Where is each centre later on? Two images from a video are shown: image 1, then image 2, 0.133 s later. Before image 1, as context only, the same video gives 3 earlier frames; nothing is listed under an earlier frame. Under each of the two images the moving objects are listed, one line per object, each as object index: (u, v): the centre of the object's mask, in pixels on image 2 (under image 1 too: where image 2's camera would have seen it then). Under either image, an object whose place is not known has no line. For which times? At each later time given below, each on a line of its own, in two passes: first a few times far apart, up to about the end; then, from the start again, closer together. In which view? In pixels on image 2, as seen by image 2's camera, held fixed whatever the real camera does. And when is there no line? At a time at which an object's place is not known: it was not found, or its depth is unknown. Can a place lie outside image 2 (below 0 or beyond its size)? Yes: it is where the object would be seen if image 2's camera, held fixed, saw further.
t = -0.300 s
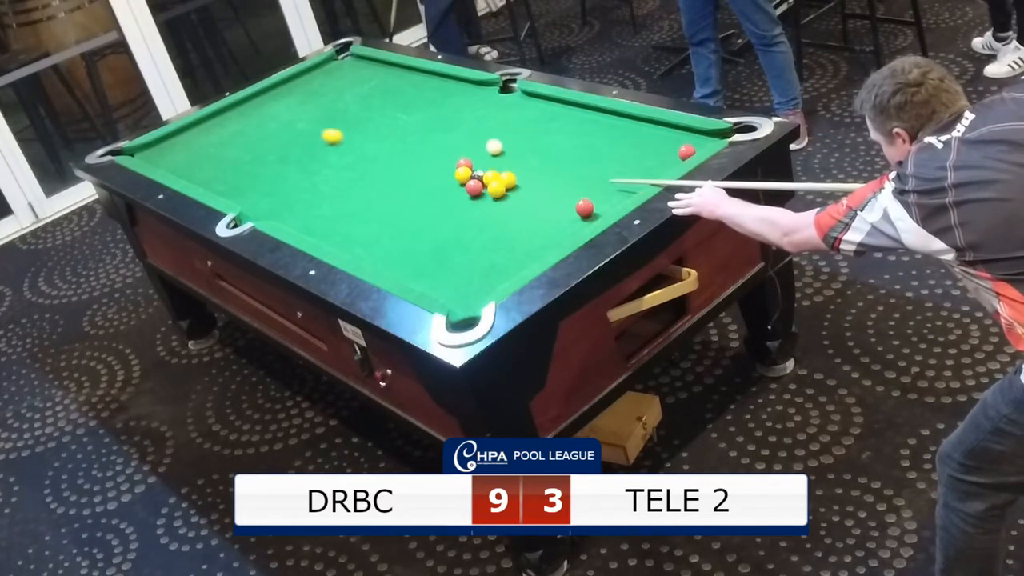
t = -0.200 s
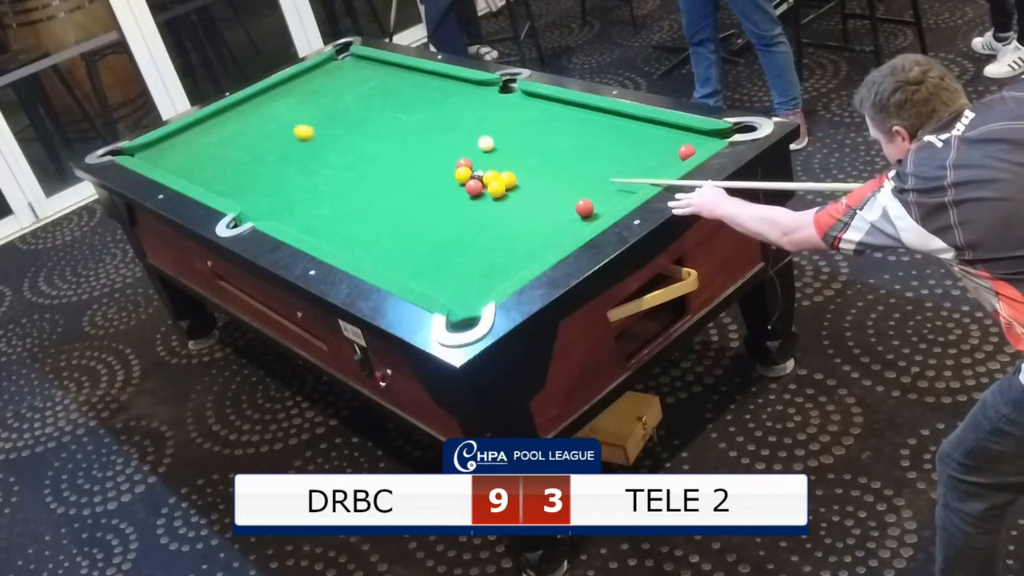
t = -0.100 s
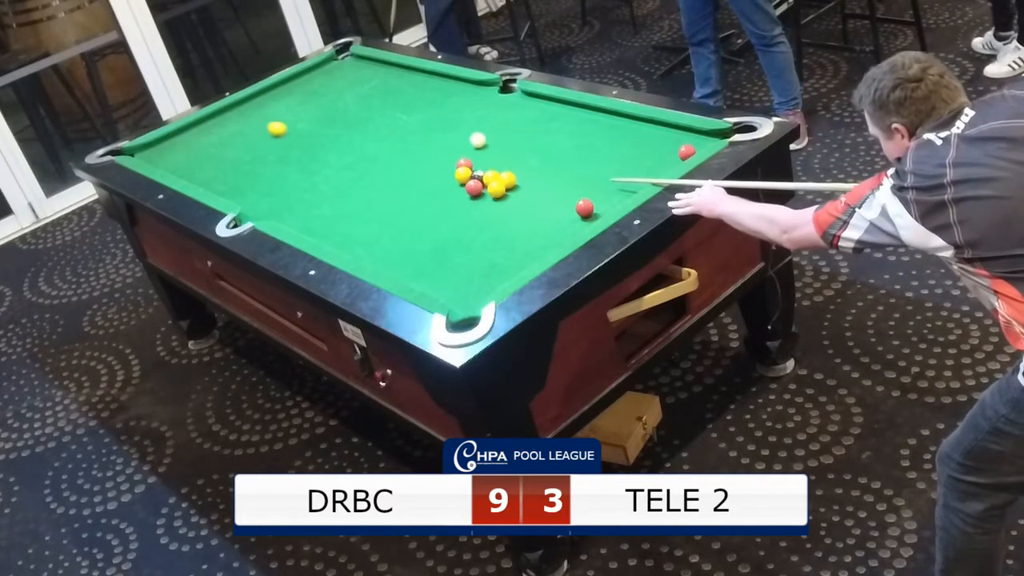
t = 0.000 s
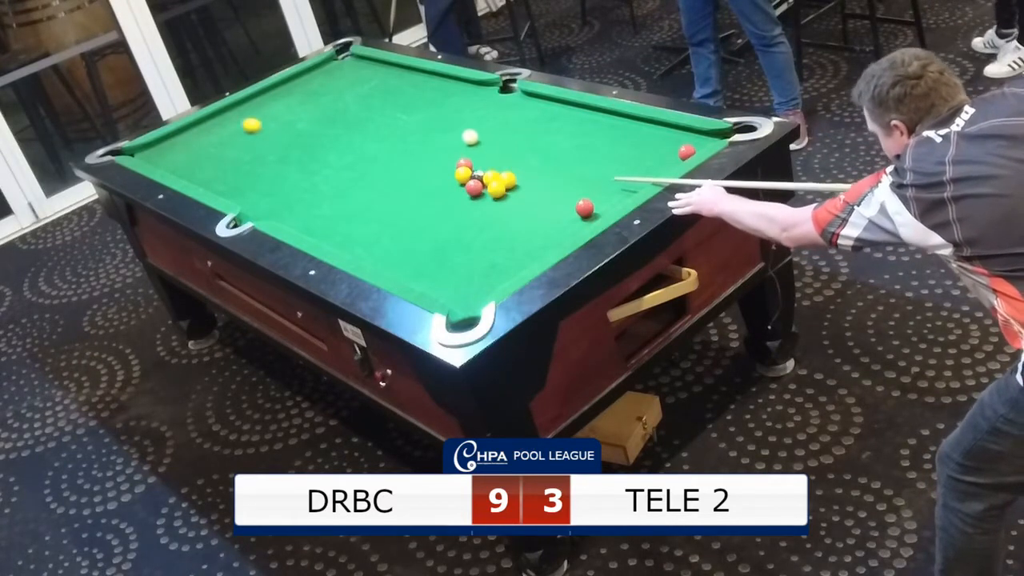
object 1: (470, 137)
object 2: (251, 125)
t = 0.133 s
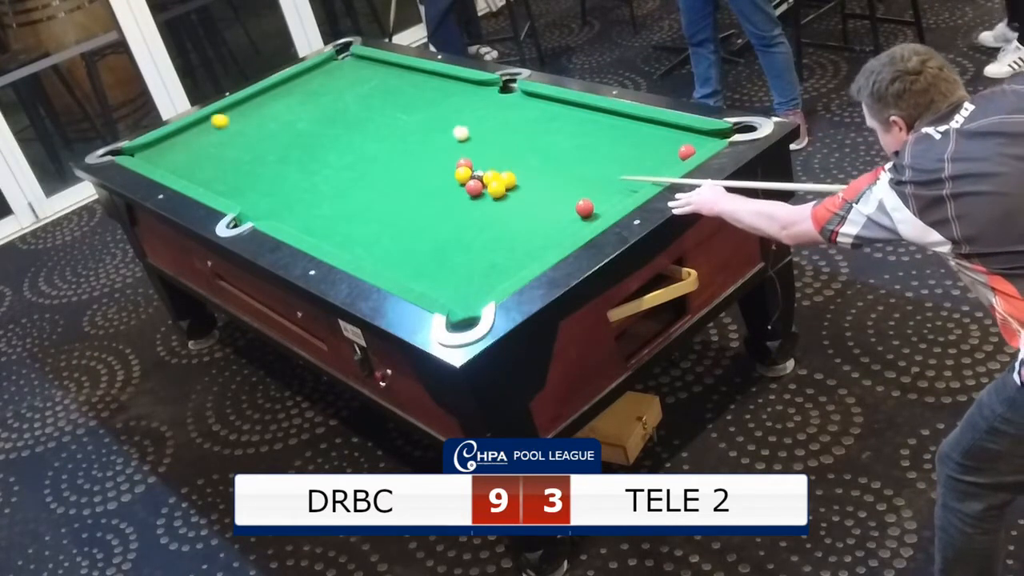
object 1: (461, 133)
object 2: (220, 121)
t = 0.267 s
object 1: (452, 130)
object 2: (208, 122)
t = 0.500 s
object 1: (437, 124)
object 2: (225, 136)
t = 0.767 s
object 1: (423, 118)
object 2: (244, 153)
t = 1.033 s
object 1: (412, 113)
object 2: (264, 169)
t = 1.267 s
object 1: (403, 109)
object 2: (283, 185)
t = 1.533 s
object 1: (395, 105)
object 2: (306, 203)
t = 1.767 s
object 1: (389, 103)
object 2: (326, 220)
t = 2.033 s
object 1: (383, 100)
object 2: (350, 240)
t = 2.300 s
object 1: (379, 99)
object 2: (375, 260)
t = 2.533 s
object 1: (376, 98)
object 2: (405, 273)
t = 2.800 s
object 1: (375, 97)
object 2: (441, 285)
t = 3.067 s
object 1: (374, 97)
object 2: (476, 295)
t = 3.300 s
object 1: (374, 97)
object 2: (464, 295)
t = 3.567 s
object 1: (374, 97)
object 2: (442, 292)
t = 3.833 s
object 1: (374, 97)
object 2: (434, 286)
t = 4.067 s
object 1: (374, 97)
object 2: (429, 282)
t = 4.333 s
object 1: (374, 97)
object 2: (426, 278)
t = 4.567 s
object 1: (374, 97)
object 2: (424, 275)
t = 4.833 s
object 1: (374, 97)
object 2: (424, 275)
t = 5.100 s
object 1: (374, 97)
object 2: (423, 275)
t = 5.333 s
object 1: (374, 97)
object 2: (423, 275)
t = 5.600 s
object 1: (374, 97)
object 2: (423, 275)
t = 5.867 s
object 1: (374, 97)
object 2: (423, 275)
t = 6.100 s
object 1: (374, 97)
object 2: (423, 275)
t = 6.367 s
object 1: (374, 97)
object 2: (423, 275)
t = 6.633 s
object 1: (374, 97)
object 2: (423, 275)
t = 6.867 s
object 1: (374, 97)
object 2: (423, 274)
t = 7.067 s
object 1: (374, 97)
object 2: (423, 275)
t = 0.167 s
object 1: (458, 132)
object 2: (212, 120)
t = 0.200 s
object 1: (456, 131)
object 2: (205, 119)
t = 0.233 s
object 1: (454, 130)
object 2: (205, 120)
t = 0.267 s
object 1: (452, 130)
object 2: (208, 122)
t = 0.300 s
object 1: (449, 129)
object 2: (211, 124)
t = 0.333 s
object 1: (447, 128)
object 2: (213, 127)
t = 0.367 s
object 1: (445, 127)
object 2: (216, 128)
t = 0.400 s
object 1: (443, 126)
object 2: (218, 130)
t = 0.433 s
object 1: (441, 125)
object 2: (220, 133)
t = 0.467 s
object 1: (439, 125)
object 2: (222, 135)
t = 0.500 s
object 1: (437, 124)
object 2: (225, 136)
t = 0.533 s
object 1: (435, 123)
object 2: (227, 138)
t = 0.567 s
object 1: (433, 122)
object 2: (229, 140)
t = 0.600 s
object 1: (432, 122)
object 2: (231, 142)
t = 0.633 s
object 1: (430, 121)
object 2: (234, 144)
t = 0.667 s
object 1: (428, 120)
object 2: (236, 147)
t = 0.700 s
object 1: (426, 119)
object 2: (239, 149)
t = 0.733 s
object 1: (425, 119)
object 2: (241, 151)
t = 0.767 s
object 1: (423, 118)
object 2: (244, 153)
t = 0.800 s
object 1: (422, 118)
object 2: (246, 155)
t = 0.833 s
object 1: (420, 117)
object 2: (249, 157)
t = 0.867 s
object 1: (419, 116)
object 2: (251, 159)
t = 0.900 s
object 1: (417, 115)
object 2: (254, 161)
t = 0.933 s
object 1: (416, 115)
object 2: (257, 163)
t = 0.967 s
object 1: (415, 114)
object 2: (259, 165)
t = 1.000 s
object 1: (413, 114)
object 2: (262, 167)
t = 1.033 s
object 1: (412, 113)
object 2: (264, 169)
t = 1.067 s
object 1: (410, 112)
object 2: (267, 172)
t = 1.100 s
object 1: (409, 112)
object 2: (270, 174)
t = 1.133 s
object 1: (408, 111)
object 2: (272, 176)
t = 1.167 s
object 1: (407, 111)
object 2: (275, 178)
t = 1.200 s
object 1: (406, 110)
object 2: (278, 180)
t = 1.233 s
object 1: (404, 110)
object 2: (281, 182)
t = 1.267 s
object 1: (403, 109)
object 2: (283, 185)
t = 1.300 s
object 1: (402, 109)
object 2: (286, 187)
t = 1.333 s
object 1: (401, 108)
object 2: (289, 189)
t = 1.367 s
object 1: (400, 108)
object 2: (292, 192)
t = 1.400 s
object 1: (399, 107)
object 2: (294, 194)
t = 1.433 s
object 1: (398, 107)
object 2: (297, 196)
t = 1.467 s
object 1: (397, 106)
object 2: (300, 199)
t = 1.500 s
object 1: (396, 106)
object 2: (303, 201)
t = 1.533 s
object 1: (395, 105)
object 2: (306, 203)
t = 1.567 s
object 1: (394, 105)
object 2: (309, 206)
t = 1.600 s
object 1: (393, 104)
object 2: (312, 208)
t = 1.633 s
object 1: (392, 104)
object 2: (315, 210)
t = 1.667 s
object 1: (391, 104)
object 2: (318, 213)
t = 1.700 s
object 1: (390, 104)
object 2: (321, 215)
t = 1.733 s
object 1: (389, 103)
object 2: (323, 218)
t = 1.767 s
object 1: (389, 103)
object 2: (326, 220)
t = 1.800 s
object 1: (388, 102)
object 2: (329, 223)
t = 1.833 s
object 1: (387, 102)
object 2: (332, 225)
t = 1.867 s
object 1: (386, 102)
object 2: (335, 228)
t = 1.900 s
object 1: (386, 101)
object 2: (338, 230)
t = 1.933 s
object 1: (385, 101)
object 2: (341, 233)
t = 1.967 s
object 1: (384, 101)
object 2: (344, 235)
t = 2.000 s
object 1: (383, 101)
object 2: (347, 238)
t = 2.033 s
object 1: (383, 100)
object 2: (350, 240)
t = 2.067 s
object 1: (382, 100)
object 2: (353, 243)
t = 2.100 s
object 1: (382, 100)
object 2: (356, 246)
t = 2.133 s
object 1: (381, 100)
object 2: (359, 248)
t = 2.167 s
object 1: (381, 100)
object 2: (363, 251)
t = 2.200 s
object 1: (380, 100)
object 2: (366, 253)
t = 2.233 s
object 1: (380, 99)
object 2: (369, 256)
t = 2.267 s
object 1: (379, 99)
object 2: (372, 258)
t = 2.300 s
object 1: (379, 99)
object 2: (375, 260)
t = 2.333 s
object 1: (378, 98)
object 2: (378, 262)
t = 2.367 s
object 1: (378, 98)
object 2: (382, 264)
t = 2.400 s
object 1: (378, 98)
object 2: (386, 266)
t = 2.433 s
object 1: (377, 98)
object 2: (391, 268)
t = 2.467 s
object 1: (377, 98)
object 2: (396, 269)
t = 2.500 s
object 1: (376, 98)
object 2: (400, 271)
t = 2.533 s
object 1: (376, 98)
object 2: (405, 273)
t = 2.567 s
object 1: (376, 97)
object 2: (409, 274)
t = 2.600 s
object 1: (376, 97)
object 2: (414, 276)
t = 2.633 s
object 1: (375, 97)
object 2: (418, 278)
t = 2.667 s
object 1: (375, 97)
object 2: (423, 279)
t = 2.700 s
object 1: (375, 97)
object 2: (427, 281)
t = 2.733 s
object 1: (375, 97)
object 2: (432, 282)
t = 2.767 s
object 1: (375, 97)
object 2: (436, 284)
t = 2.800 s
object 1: (375, 97)
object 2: (441, 285)
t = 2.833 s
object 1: (374, 97)
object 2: (446, 286)
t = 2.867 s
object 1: (374, 97)
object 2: (450, 288)
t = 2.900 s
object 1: (374, 97)
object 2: (454, 289)
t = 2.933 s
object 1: (374, 97)
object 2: (459, 291)
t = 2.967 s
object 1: (374, 97)
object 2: (464, 292)
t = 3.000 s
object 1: (374, 97)
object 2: (468, 293)
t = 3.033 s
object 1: (374, 97)
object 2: (472, 294)
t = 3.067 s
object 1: (374, 97)
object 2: (476, 295)
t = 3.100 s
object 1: (374, 97)
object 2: (479, 296)
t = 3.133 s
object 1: (374, 97)
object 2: (478, 296)
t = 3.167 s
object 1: (374, 97)
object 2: (475, 297)
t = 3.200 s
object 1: (374, 97)
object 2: (473, 296)
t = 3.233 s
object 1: (374, 97)
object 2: (470, 296)
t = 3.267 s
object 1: (374, 97)
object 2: (467, 296)
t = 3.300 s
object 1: (374, 97)
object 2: (464, 295)
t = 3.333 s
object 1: (374, 97)
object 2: (461, 295)
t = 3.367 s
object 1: (374, 97)
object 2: (458, 295)
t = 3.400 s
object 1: (374, 97)
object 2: (455, 294)
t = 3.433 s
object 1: (374, 97)
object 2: (452, 294)
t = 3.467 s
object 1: (374, 97)
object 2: (450, 294)
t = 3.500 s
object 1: (374, 97)
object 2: (447, 293)
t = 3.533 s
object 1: (374, 97)
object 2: (445, 293)
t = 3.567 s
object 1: (374, 97)
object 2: (442, 292)
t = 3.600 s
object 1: (374, 97)
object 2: (440, 291)
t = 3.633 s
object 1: (374, 97)
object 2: (439, 291)
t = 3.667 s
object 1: (374, 97)
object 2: (438, 290)
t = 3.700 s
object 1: (374, 97)
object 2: (437, 289)
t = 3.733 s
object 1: (374, 97)
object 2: (436, 288)
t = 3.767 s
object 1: (374, 97)
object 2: (436, 287)
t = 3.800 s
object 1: (374, 97)
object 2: (435, 287)
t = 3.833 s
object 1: (374, 97)
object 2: (434, 286)
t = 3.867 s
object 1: (374, 97)
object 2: (433, 285)
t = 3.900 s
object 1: (374, 97)
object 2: (432, 285)
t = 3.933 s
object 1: (374, 97)
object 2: (432, 284)
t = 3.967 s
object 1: (374, 97)
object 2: (431, 284)
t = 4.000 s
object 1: (374, 97)
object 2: (430, 283)
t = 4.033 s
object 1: (374, 97)
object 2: (430, 283)
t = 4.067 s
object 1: (374, 97)
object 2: (429, 282)
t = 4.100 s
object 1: (374, 97)
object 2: (428, 282)
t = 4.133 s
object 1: (374, 97)
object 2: (428, 281)
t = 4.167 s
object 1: (374, 97)
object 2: (428, 280)
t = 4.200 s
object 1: (374, 97)
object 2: (427, 280)
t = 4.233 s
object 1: (374, 97)
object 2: (427, 279)
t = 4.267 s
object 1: (374, 97)
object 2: (426, 279)
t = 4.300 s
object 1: (374, 97)
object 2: (426, 279)
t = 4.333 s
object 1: (374, 97)
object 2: (426, 278)
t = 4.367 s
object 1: (374, 97)
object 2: (425, 278)
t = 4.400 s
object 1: (374, 97)
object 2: (425, 277)
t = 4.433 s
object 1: (374, 97)
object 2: (425, 277)
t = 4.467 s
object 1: (374, 97)
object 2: (425, 276)
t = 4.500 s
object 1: (374, 97)
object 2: (425, 276)
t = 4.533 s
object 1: (374, 97)
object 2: (425, 276)
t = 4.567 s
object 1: (374, 97)
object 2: (424, 275)
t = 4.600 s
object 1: (374, 97)
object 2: (424, 275)
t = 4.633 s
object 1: (374, 97)
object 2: (425, 275)
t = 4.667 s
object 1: (374, 97)
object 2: (424, 275)
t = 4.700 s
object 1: (374, 97)
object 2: (424, 275)
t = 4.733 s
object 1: (374, 97)
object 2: (424, 275)
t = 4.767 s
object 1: (374, 97)
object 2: (424, 275)
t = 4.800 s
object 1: (374, 97)
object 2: (424, 275)
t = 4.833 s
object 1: (374, 97)
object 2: (424, 275)
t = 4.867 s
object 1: (374, 97)
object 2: (424, 275)
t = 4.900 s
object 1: (374, 97)
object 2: (424, 275)
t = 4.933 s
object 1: (374, 97)
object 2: (424, 275)
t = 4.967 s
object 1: (374, 97)
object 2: (424, 275)
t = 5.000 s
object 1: (374, 97)
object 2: (424, 275)
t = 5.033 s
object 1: (374, 97)
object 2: (423, 275)
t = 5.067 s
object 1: (374, 97)
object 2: (423, 275)
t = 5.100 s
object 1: (374, 97)
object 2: (423, 275)
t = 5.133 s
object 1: (374, 97)
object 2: (423, 275)
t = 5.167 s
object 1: (374, 97)
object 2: (423, 275)
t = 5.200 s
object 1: (374, 97)
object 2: (423, 275)
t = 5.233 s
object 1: (374, 97)
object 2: (423, 275)
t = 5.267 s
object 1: (374, 97)
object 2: (423, 275)
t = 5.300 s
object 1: (374, 97)
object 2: (423, 275)
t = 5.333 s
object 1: (374, 97)
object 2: (423, 275)
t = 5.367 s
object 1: (374, 97)
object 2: (423, 275)
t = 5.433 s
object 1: (374, 97)
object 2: (423, 275)
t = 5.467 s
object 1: (374, 97)
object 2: (423, 275)
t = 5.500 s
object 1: (374, 97)
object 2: (423, 275)
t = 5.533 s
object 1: (374, 97)
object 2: (423, 275)
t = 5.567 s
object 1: (374, 97)
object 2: (423, 275)
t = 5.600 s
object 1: (374, 97)
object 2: (423, 275)
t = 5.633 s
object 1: (374, 97)
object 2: (423, 275)
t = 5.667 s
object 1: (374, 97)
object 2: (423, 275)
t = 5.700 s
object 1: (374, 97)
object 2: (423, 275)
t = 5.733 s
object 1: (374, 97)
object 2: (423, 275)
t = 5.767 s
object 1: (374, 97)
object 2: (423, 275)
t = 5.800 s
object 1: (374, 97)
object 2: (423, 275)
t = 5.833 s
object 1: (374, 97)
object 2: (423, 275)
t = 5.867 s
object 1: (374, 97)
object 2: (423, 275)
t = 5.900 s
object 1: (374, 97)
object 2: (423, 275)
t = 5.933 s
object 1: (374, 97)
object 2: (423, 275)
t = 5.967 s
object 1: (374, 97)
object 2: (423, 275)
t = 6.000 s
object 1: (374, 97)
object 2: (423, 275)
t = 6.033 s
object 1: (374, 97)
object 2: (423, 275)
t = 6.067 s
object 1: (374, 97)
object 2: (423, 275)
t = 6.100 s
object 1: (374, 97)
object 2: (423, 275)
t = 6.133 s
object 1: (374, 97)
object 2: (423, 275)
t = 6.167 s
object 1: (374, 97)
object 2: (423, 275)
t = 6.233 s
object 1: (374, 97)
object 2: (423, 275)
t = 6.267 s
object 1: (374, 97)
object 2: (423, 275)
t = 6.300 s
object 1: (374, 97)
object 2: (423, 275)
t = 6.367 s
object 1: (374, 97)
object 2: (423, 275)
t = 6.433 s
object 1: (374, 97)
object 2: (423, 275)
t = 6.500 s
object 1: (374, 97)
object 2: (423, 275)
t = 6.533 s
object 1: (374, 97)
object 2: (423, 275)
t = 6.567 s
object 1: (374, 97)
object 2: (423, 275)
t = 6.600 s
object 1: (374, 97)
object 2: (423, 275)
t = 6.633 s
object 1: (374, 97)
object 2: (423, 275)
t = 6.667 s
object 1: (374, 97)
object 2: (423, 275)
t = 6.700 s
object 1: (374, 97)
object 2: (423, 275)
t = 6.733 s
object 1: (374, 97)
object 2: (423, 275)
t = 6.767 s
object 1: (374, 97)
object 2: (423, 275)
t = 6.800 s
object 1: (374, 97)
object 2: (423, 275)
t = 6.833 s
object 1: (374, 97)
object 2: (423, 275)
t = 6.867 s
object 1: (374, 97)
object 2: (423, 274)
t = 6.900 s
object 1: (374, 97)
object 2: (423, 275)
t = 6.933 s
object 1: (374, 97)
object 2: (423, 275)
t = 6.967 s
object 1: (374, 97)
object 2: (423, 275)
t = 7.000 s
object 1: (374, 97)
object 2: (423, 275)
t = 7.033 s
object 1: (374, 97)
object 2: (423, 275)
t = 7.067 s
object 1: (374, 97)
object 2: (423, 275)
